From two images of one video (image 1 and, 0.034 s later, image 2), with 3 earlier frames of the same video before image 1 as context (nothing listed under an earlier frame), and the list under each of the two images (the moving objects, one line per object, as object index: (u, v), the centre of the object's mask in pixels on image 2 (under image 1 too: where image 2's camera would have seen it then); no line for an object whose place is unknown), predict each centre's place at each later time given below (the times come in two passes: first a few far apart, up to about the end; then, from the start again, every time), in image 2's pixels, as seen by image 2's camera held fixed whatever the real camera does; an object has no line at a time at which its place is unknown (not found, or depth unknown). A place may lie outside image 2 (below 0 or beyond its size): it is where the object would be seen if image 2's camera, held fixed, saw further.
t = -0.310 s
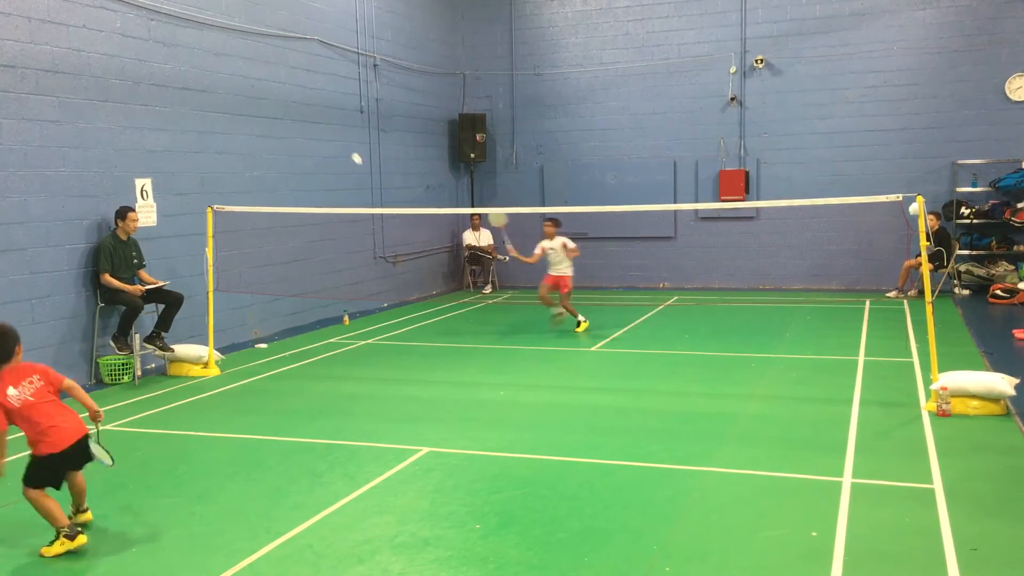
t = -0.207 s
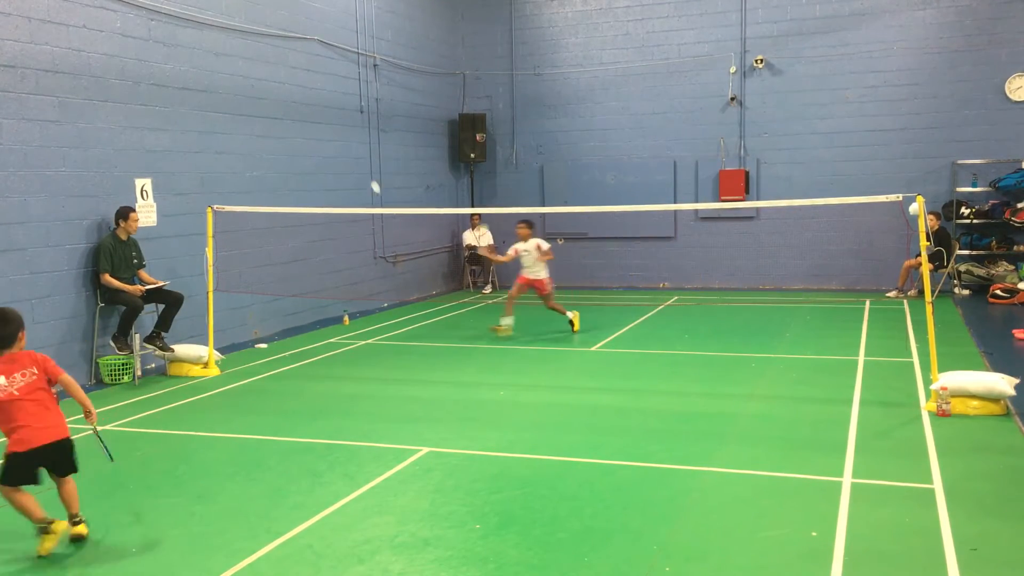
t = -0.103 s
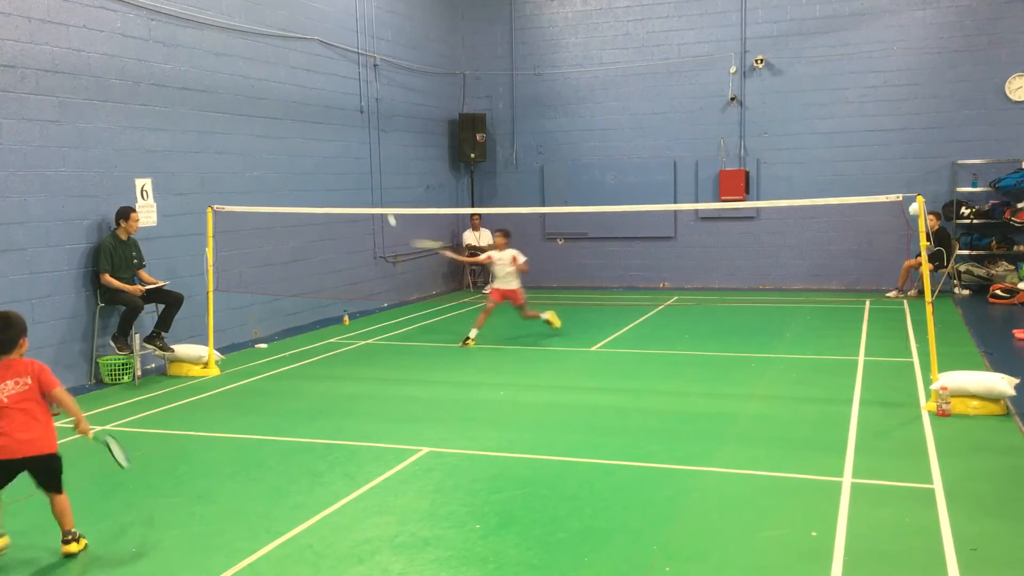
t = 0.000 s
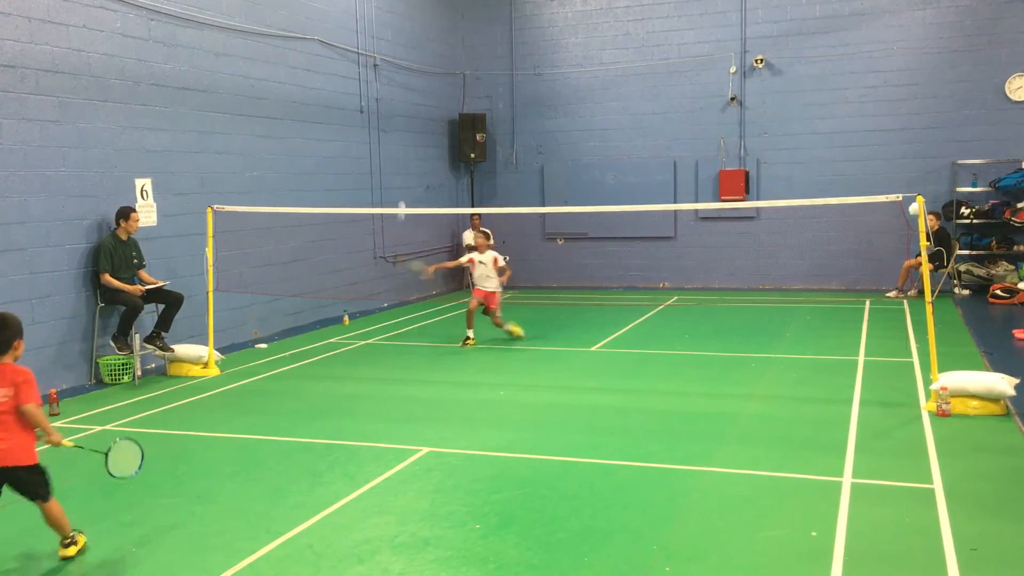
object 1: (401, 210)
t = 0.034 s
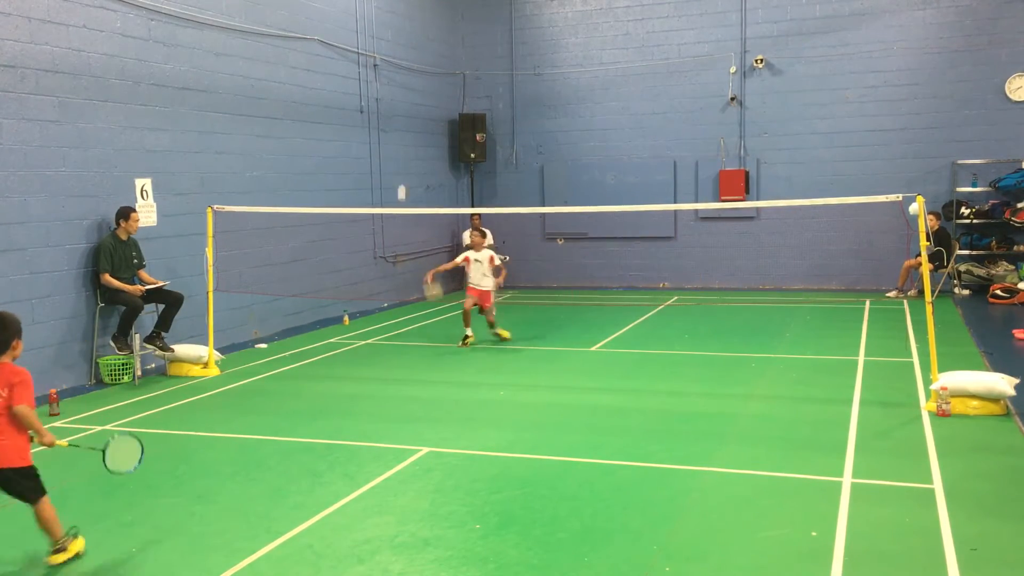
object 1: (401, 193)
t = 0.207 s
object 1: (409, 128)
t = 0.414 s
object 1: (418, 97)
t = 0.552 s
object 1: (425, 119)
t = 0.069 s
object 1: (403, 178)
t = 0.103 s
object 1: (404, 163)
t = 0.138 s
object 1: (406, 150)
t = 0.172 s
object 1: (407, 139)
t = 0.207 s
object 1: (409, 128)
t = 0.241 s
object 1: (410, 118)
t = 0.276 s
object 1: (411, 110)
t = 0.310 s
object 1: (413, 104)
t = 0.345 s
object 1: (414, 100)
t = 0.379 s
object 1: (416, 97)
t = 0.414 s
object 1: (418, 97)
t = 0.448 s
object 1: (420, 99)
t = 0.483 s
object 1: (422, 103)
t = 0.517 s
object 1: (423, 109)
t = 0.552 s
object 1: (425, 119)
